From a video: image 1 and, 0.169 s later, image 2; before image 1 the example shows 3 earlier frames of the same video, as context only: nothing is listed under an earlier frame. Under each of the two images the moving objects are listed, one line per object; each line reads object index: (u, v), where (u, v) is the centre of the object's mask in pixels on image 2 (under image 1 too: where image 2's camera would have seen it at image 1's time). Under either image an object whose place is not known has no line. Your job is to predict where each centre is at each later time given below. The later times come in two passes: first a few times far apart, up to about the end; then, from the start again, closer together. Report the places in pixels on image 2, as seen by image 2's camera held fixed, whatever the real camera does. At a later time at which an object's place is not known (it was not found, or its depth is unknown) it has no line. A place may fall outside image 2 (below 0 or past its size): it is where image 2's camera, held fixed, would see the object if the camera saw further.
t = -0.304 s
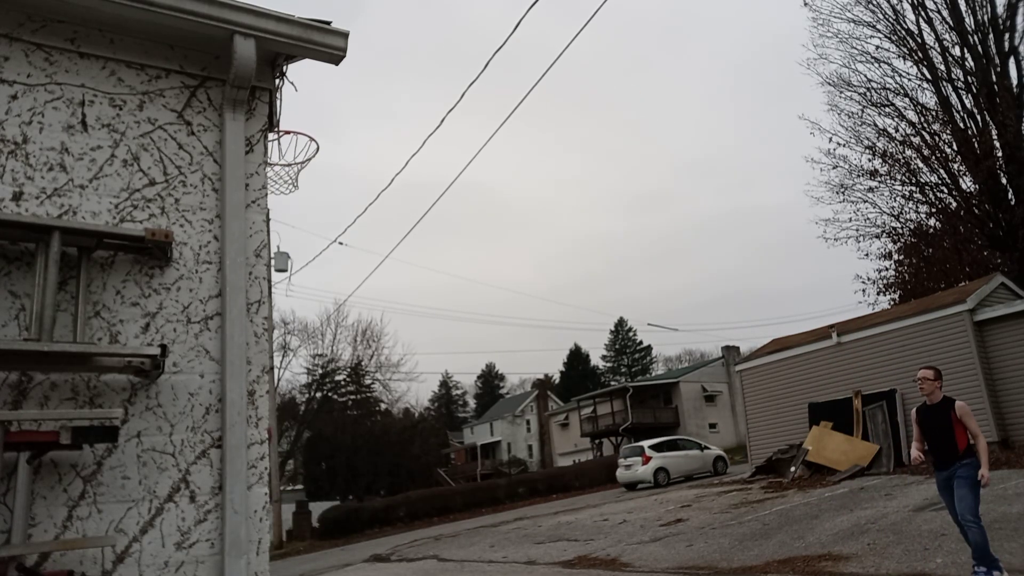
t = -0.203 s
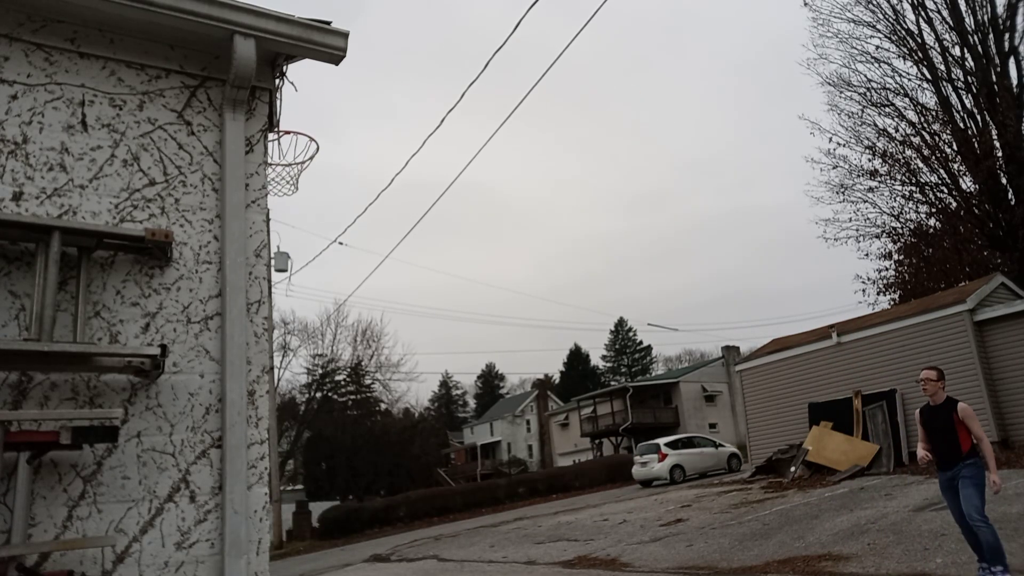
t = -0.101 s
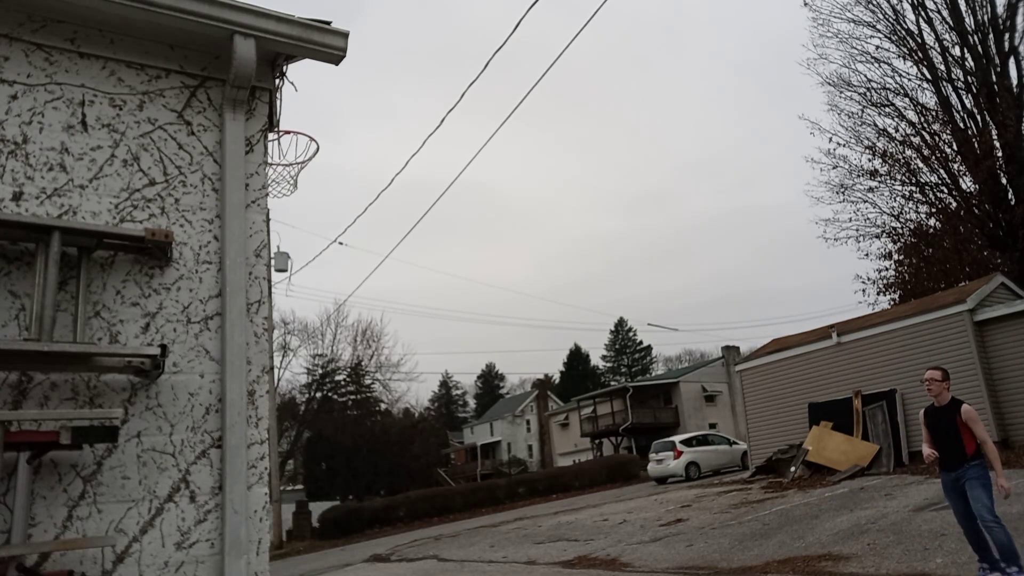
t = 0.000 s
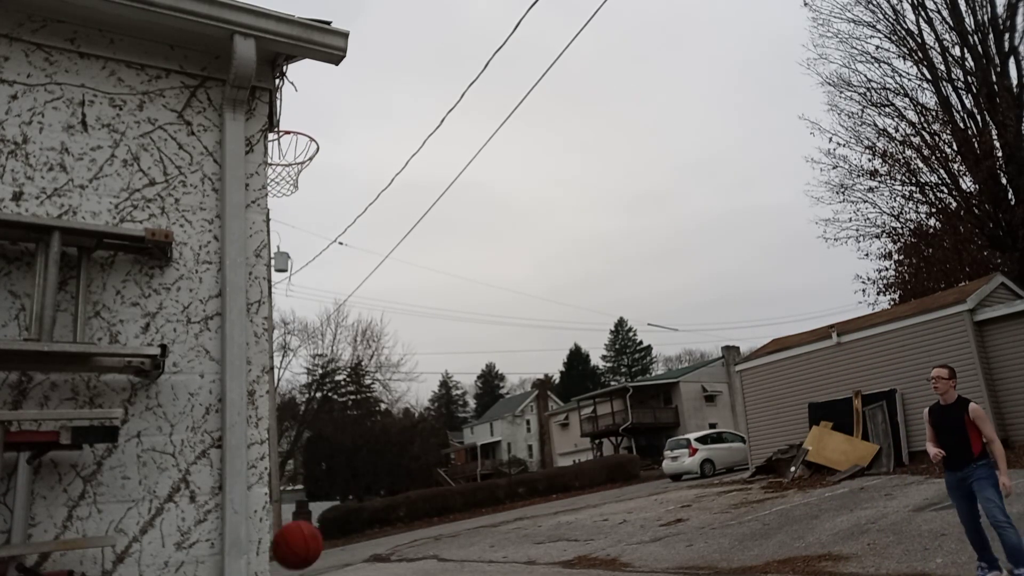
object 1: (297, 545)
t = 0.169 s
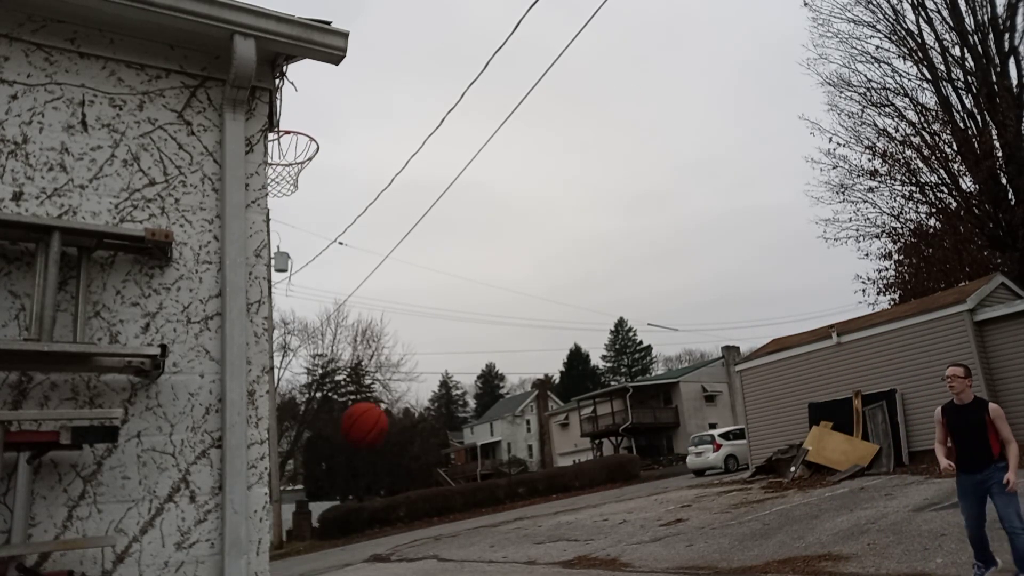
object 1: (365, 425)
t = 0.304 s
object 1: (417, 371)
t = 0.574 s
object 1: (528, 366)
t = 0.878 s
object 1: (682, 544)
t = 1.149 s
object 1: (786, 540)
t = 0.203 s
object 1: (378, 408)
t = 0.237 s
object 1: (391, 394)
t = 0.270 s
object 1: (404, 382)
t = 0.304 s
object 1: (417, 371)
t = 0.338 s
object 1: (431, 363)
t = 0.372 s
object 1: (444, 357)
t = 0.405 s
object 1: (458, 353)
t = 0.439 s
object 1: (471, 351)
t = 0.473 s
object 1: (485, 352)
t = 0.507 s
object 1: (499, 354)
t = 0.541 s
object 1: (514, 359)
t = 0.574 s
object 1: (528, 366)
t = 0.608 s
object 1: (543, 375)
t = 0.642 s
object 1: (559, 386)
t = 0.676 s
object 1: (574, 400)
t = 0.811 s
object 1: (643, 483)
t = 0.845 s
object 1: (662, 512)
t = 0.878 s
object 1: (682, 544)
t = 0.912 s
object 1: (701, 565)
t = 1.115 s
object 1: (778, 558)
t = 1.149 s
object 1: (786, 540)
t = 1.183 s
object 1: (794, 519)
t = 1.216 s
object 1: (802, 500)
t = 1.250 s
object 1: (810, 484)
